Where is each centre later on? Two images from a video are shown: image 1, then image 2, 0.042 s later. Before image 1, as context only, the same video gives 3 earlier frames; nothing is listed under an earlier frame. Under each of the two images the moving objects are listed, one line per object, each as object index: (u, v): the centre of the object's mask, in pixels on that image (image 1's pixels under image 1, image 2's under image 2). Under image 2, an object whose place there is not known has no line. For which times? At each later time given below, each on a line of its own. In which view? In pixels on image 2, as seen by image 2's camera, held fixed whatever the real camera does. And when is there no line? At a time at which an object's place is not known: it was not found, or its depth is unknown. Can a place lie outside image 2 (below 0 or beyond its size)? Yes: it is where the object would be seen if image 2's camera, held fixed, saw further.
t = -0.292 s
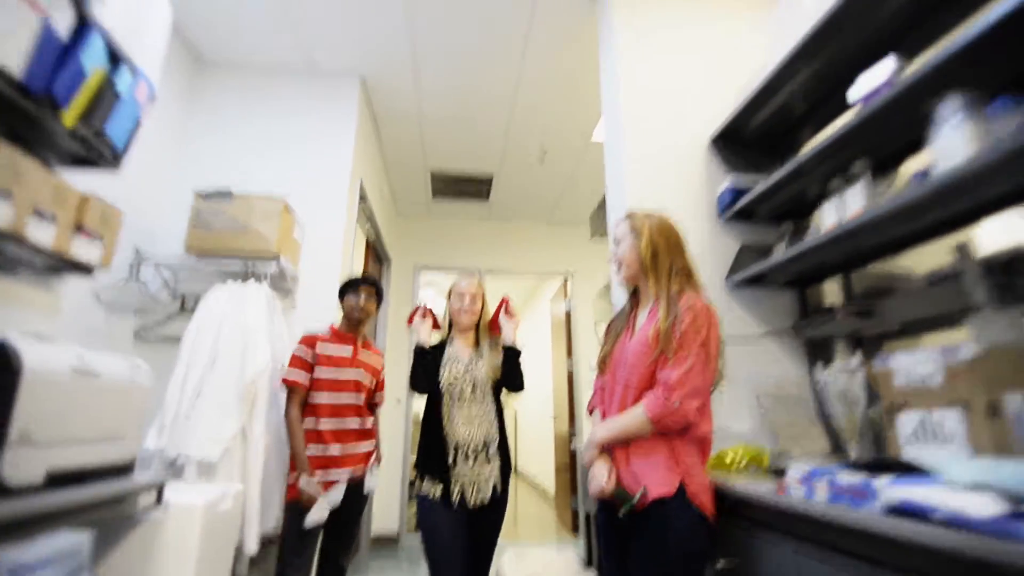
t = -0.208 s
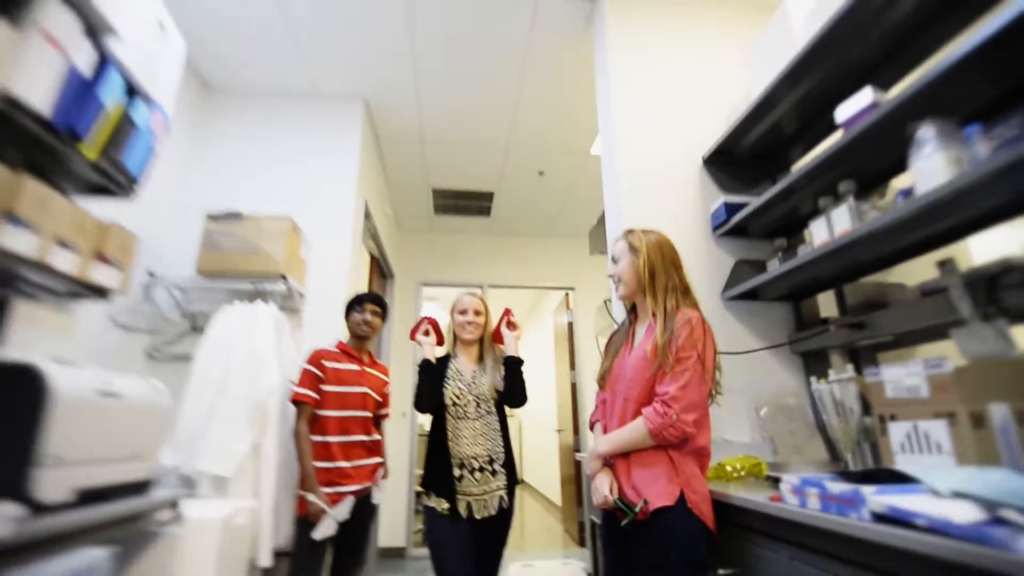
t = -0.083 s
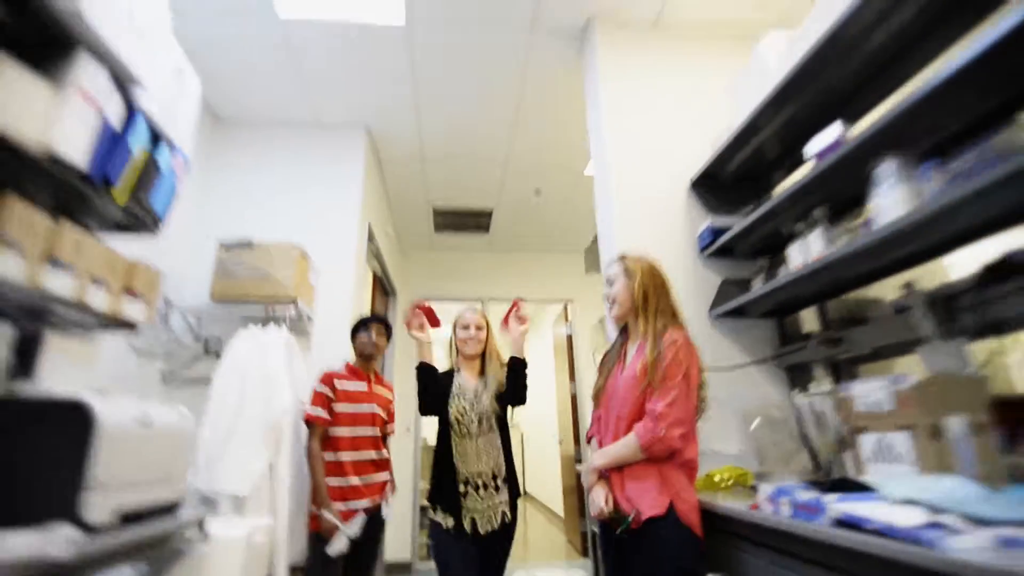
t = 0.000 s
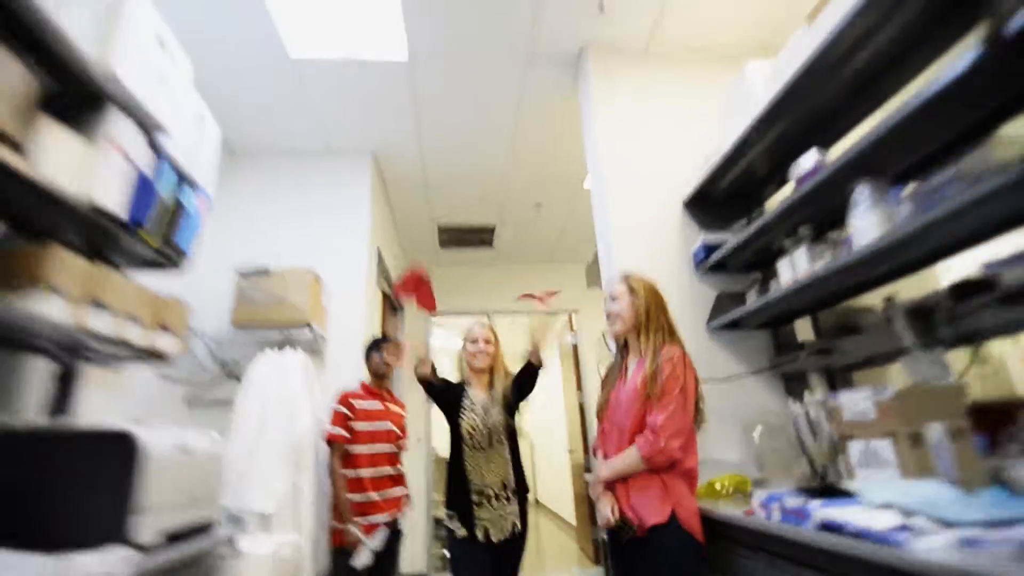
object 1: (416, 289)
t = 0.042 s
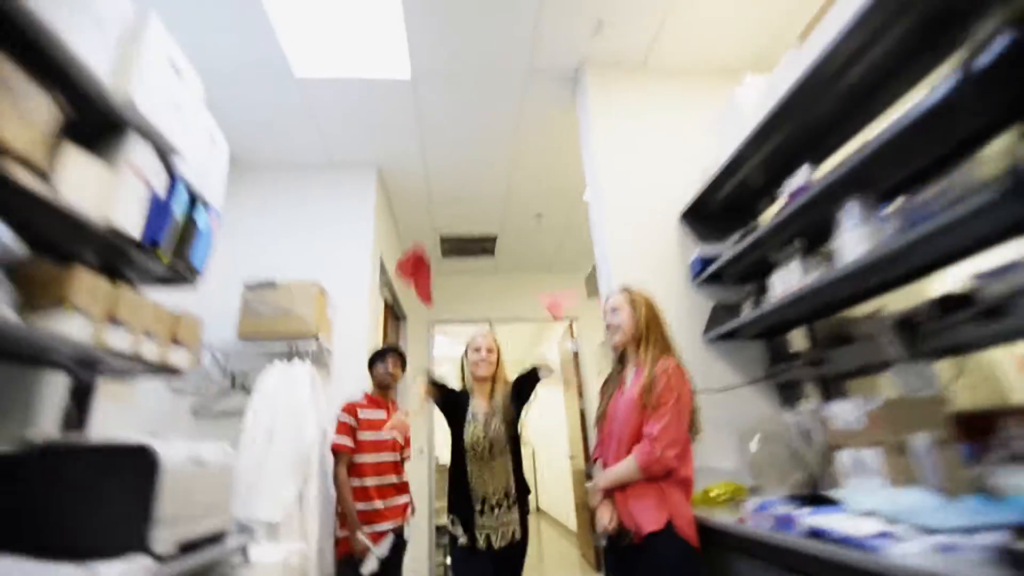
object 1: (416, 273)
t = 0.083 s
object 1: (420, 248)
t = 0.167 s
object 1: (445, 189)
